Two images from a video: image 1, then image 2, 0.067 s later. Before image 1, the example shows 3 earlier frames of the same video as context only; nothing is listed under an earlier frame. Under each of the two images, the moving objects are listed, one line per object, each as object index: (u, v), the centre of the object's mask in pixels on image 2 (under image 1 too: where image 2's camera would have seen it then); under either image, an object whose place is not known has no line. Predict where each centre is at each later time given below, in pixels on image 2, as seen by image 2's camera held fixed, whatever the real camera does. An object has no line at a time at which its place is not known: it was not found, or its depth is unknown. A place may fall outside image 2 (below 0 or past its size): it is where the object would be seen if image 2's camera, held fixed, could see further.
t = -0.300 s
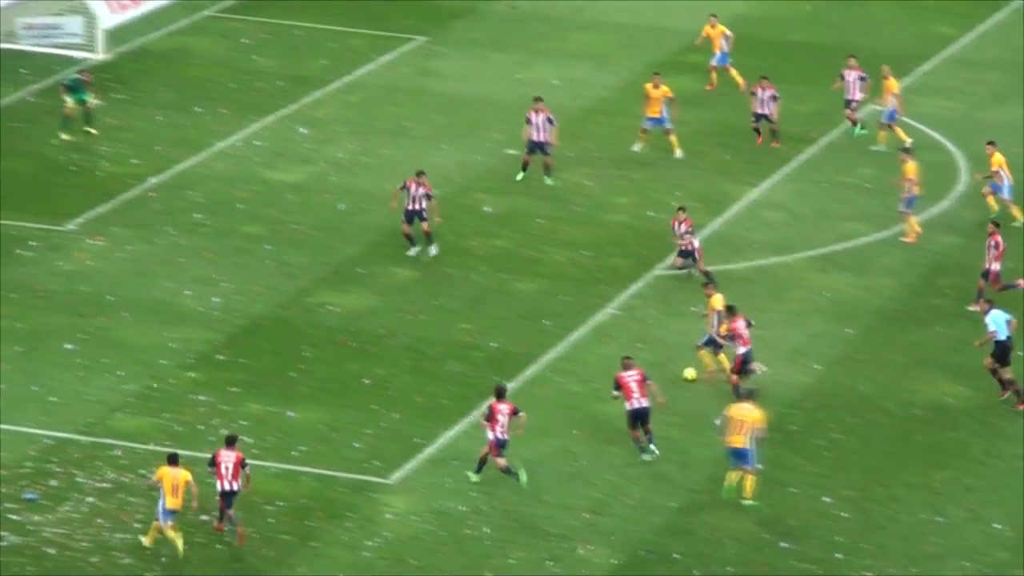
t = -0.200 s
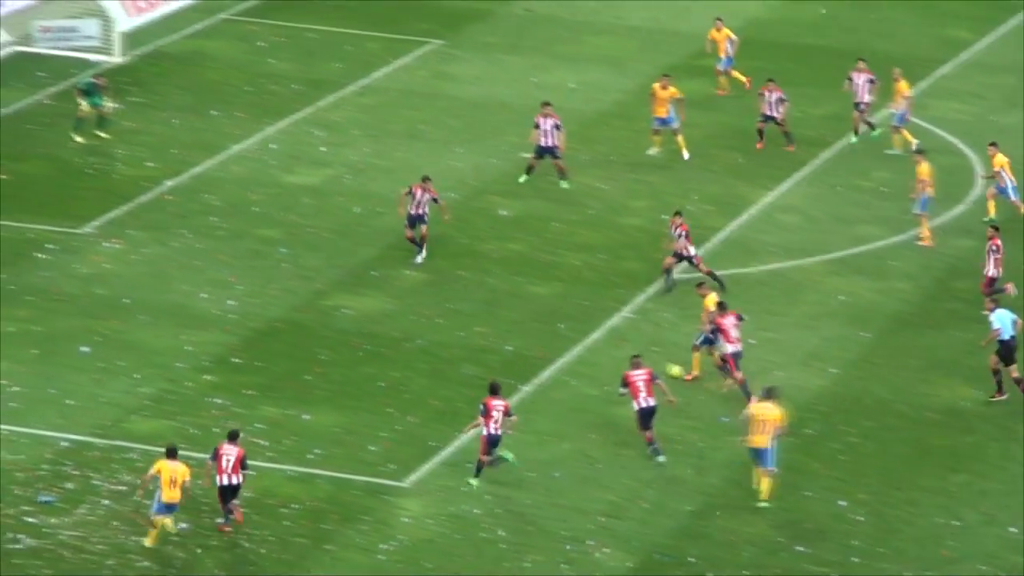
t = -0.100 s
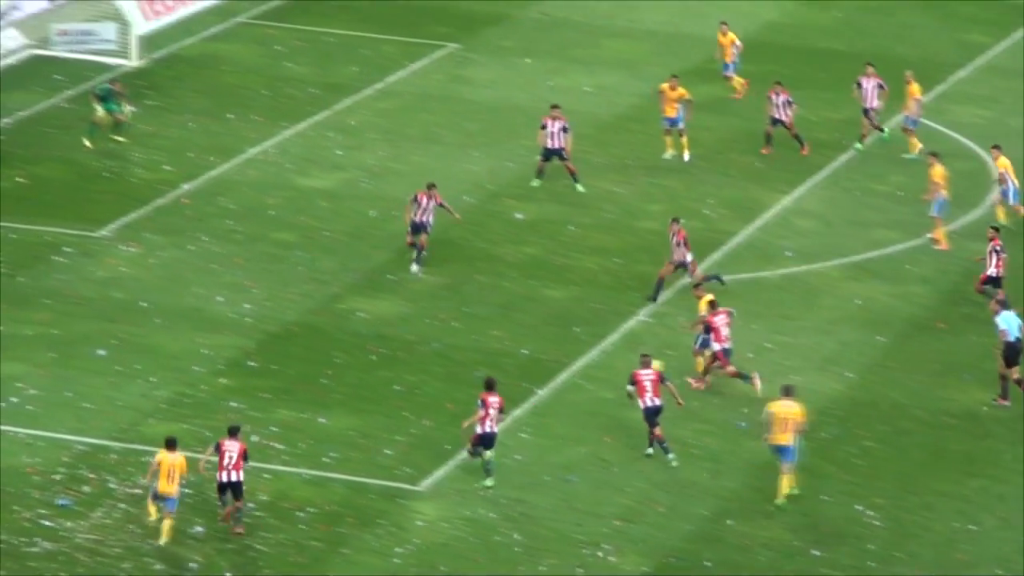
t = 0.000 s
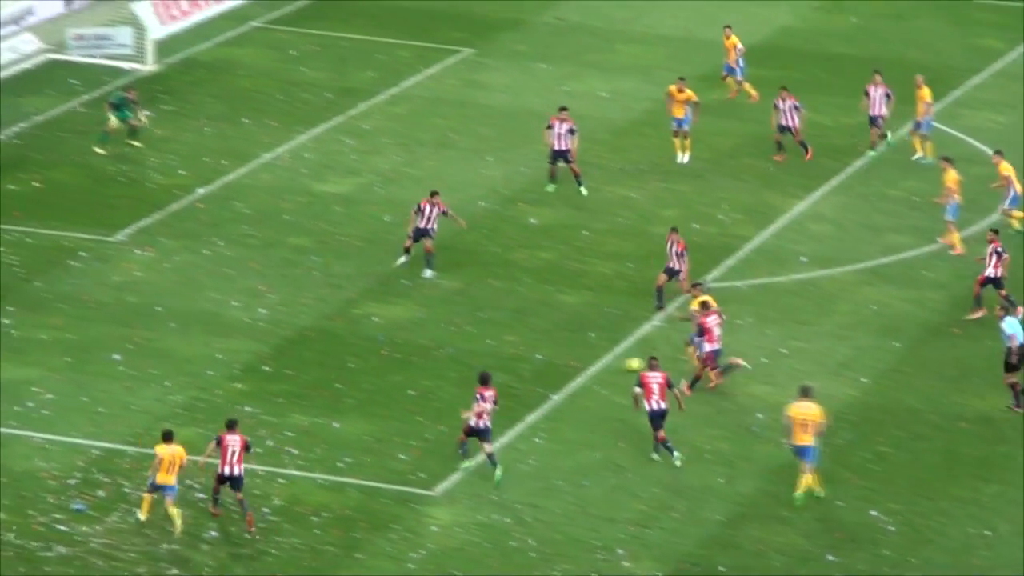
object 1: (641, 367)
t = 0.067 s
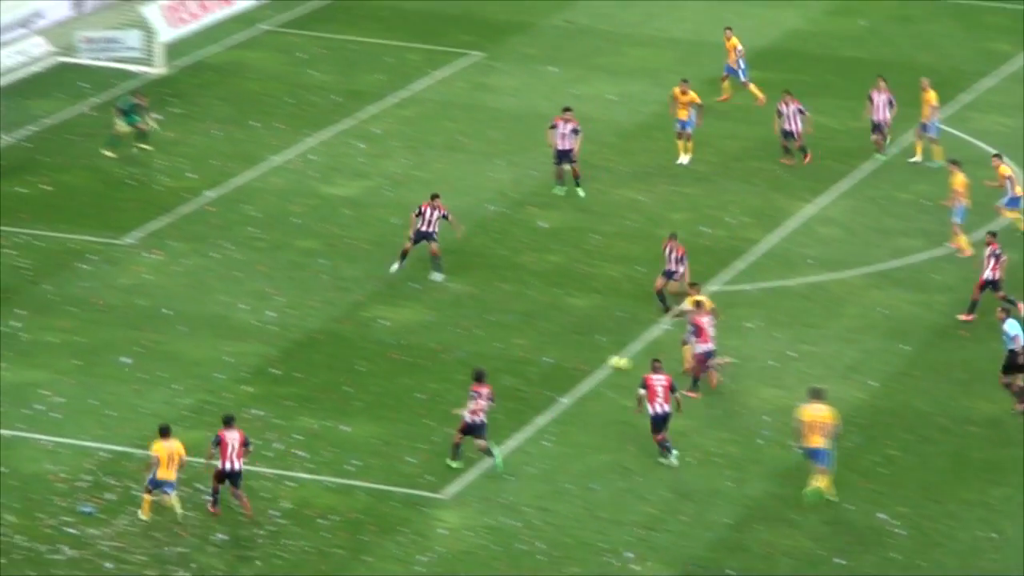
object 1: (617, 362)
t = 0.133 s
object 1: (596, 357)
